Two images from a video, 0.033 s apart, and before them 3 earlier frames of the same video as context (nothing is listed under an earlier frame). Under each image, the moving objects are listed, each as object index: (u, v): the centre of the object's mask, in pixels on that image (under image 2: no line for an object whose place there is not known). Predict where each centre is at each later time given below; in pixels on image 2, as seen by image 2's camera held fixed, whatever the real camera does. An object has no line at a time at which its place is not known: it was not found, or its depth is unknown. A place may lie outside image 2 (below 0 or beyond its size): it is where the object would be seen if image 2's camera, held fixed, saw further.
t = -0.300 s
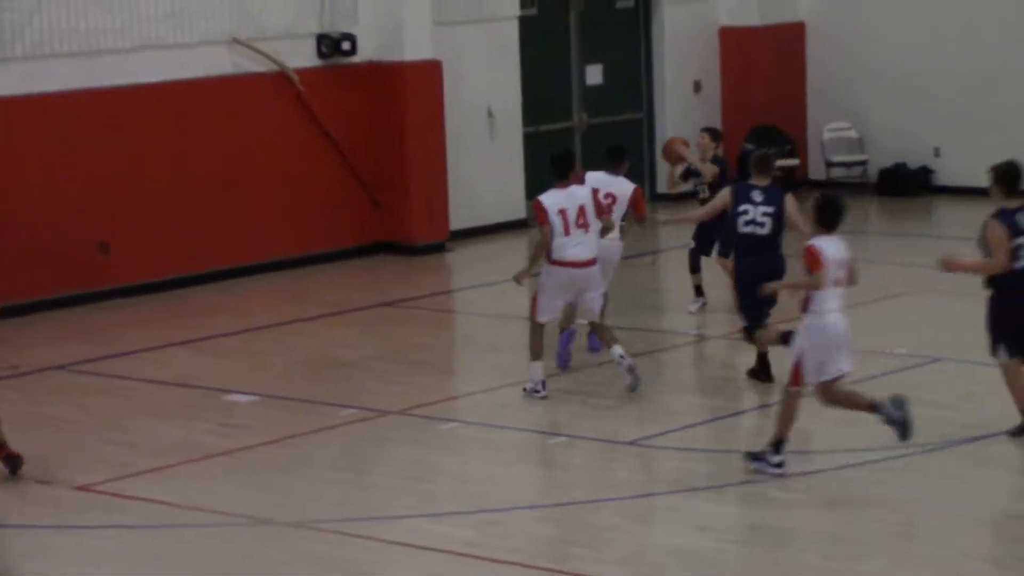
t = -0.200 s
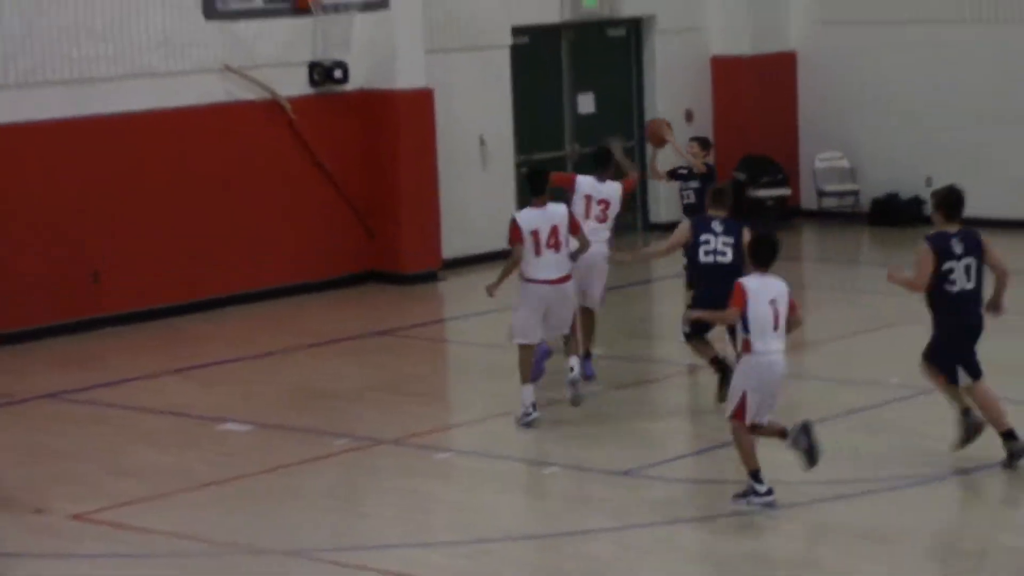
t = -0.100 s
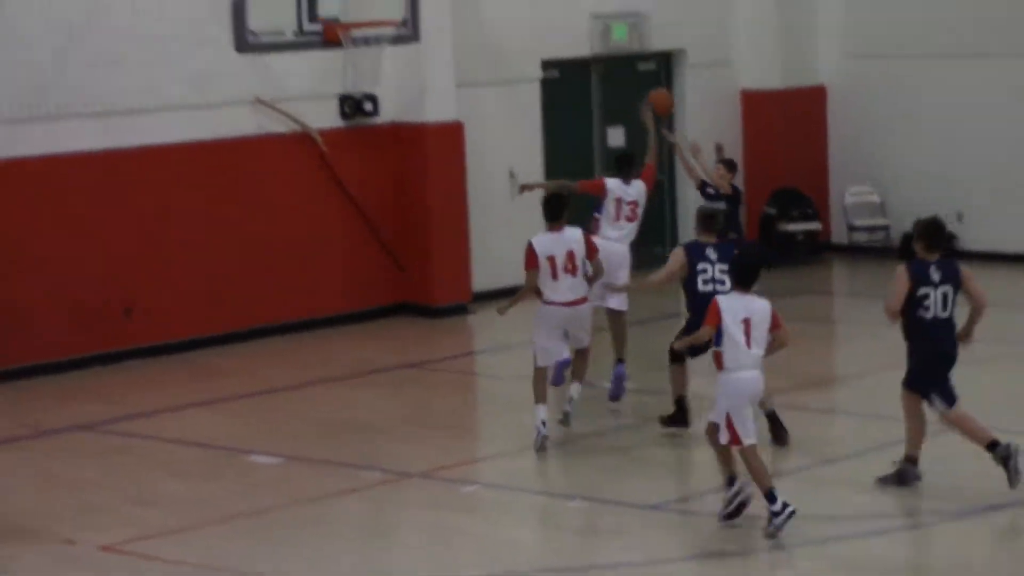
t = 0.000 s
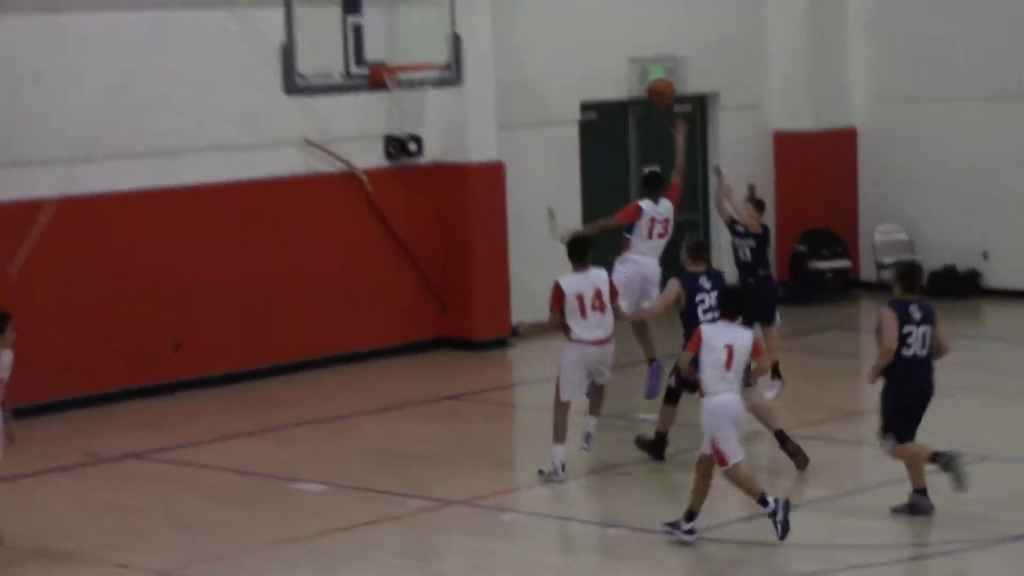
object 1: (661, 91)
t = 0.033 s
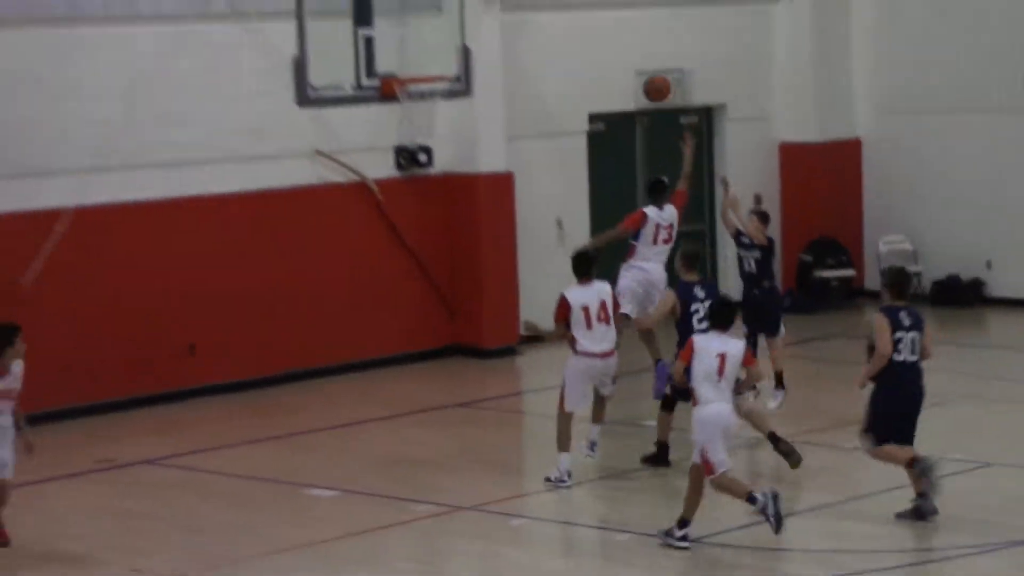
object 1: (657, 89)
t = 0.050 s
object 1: (652, 82)
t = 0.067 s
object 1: (646, 76)
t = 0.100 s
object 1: (635, 64)
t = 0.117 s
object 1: (630, 59)
